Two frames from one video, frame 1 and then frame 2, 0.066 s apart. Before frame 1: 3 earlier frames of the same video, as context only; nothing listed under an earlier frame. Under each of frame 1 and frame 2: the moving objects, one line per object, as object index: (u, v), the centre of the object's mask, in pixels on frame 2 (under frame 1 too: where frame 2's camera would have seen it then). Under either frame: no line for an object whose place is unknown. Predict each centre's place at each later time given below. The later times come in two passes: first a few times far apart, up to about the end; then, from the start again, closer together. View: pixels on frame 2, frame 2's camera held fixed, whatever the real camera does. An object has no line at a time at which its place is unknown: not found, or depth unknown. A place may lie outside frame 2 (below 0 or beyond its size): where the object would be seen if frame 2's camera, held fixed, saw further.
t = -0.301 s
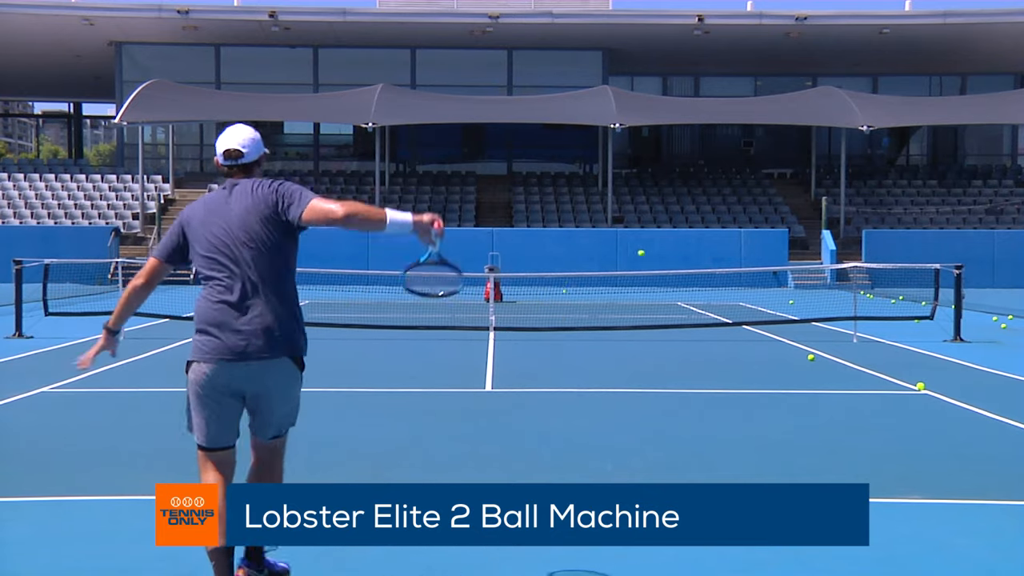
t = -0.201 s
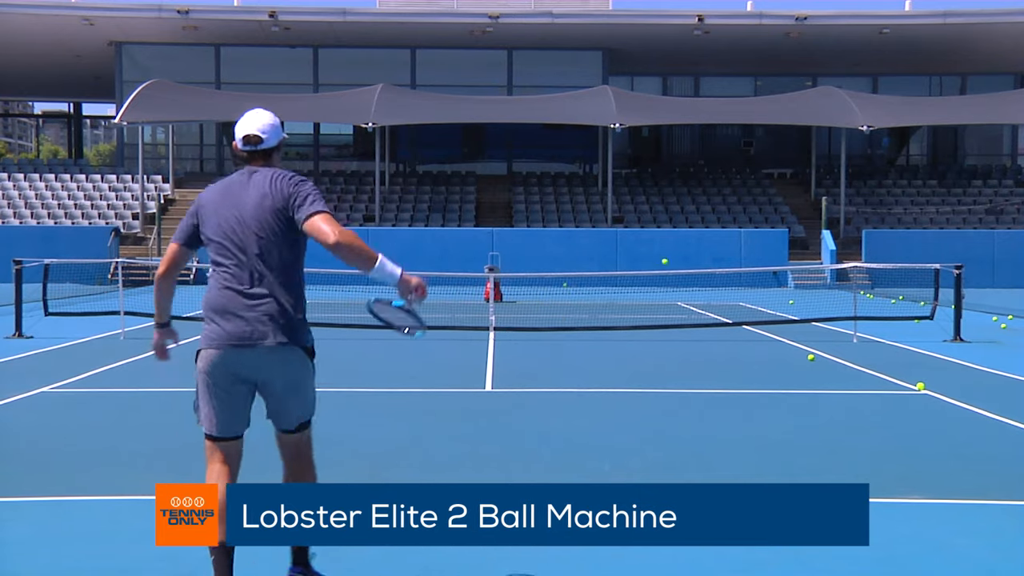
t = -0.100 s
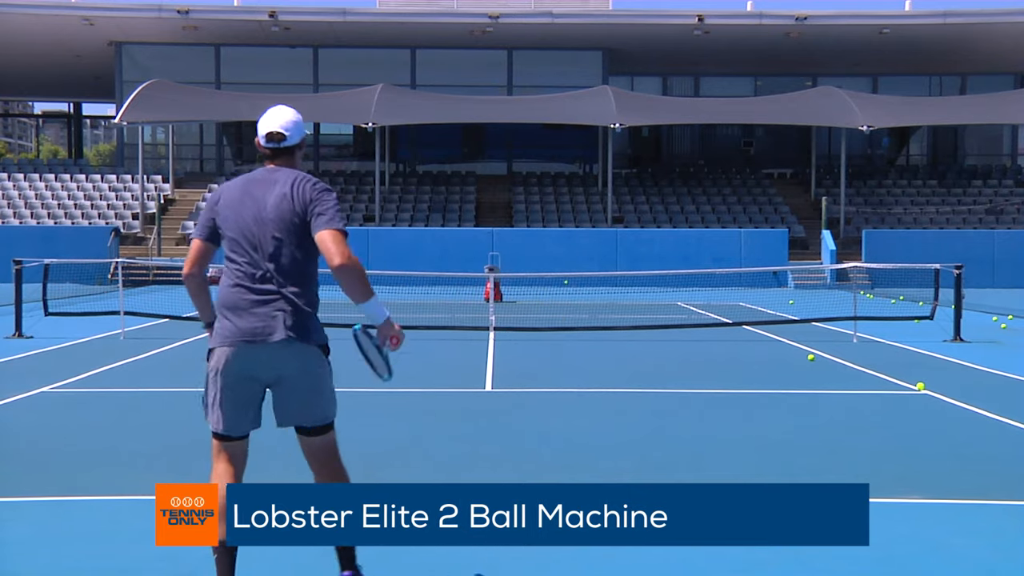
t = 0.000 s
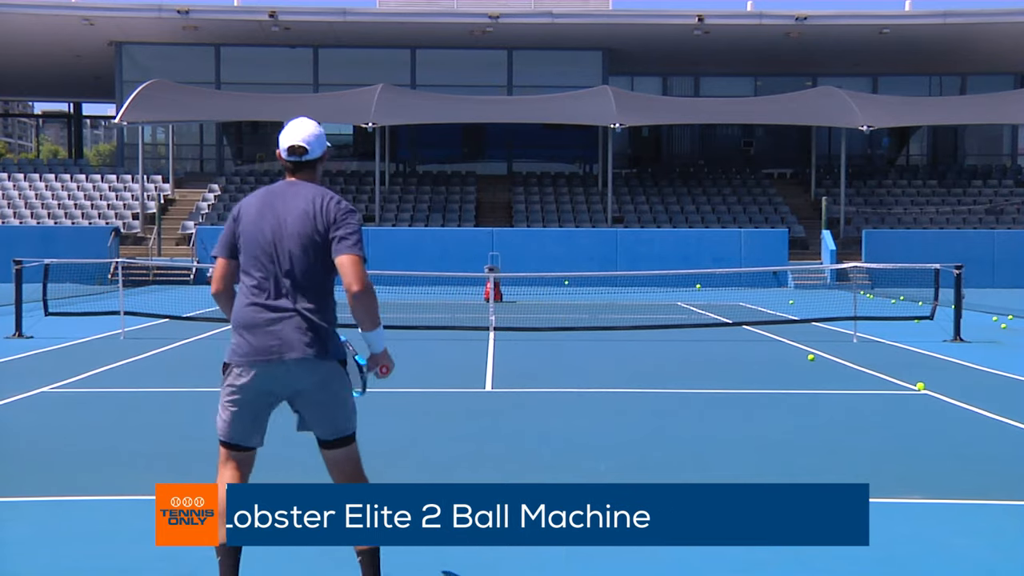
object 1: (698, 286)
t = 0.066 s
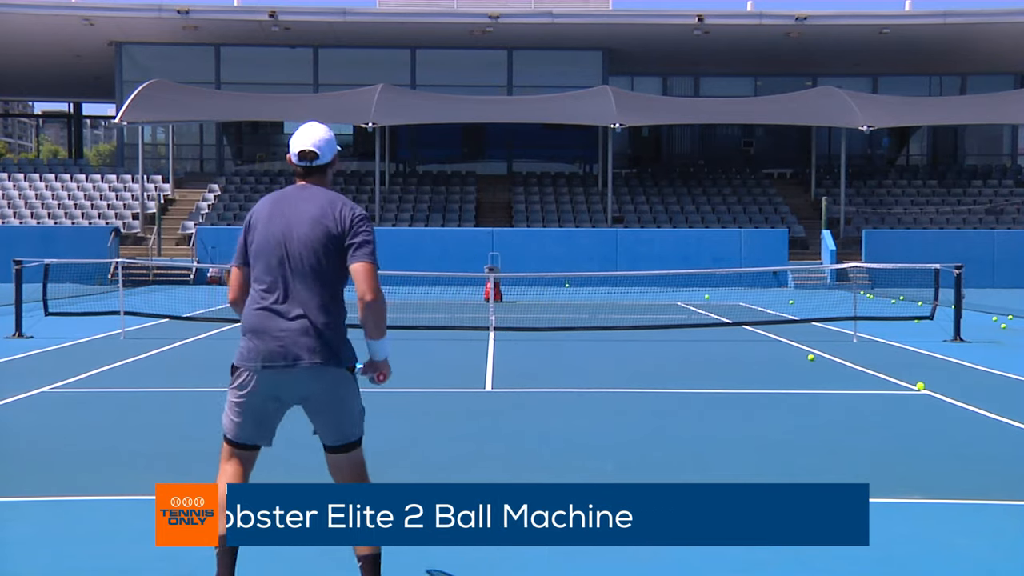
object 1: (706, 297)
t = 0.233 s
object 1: (720, 300)
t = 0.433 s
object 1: (730, 278)
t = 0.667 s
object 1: (738, 281)
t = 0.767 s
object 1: (742, 288)
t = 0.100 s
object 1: (710, 303)
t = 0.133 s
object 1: (713, 308)
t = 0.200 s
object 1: (719, 307)
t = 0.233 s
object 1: (720, 300)
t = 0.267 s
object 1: (722, 295)
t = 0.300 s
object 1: (724, 290)
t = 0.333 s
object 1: (726, 286)
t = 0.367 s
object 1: (727, 283)
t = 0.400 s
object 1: (729, 281)
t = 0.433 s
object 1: (730, 278)
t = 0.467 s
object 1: (732, 277)
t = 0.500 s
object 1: (733, 277)
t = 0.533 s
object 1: (734, 276)
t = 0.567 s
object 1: (736, 277)
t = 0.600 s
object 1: (737, 278)
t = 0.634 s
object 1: (738, 279)
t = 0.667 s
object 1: (738, 281)
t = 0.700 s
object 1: (740, 283)
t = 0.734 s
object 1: (740, 285)
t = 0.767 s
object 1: (742, 288)
